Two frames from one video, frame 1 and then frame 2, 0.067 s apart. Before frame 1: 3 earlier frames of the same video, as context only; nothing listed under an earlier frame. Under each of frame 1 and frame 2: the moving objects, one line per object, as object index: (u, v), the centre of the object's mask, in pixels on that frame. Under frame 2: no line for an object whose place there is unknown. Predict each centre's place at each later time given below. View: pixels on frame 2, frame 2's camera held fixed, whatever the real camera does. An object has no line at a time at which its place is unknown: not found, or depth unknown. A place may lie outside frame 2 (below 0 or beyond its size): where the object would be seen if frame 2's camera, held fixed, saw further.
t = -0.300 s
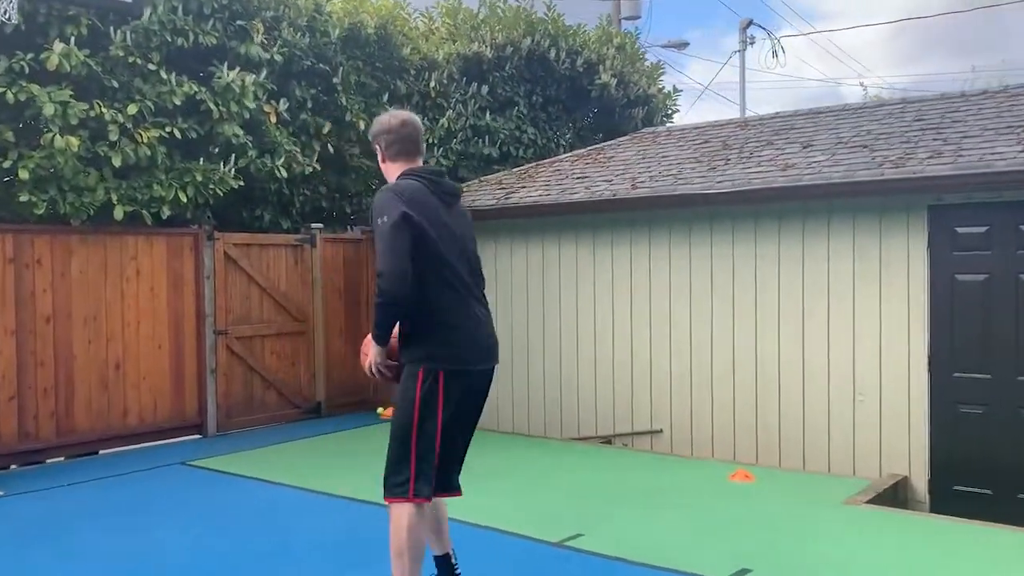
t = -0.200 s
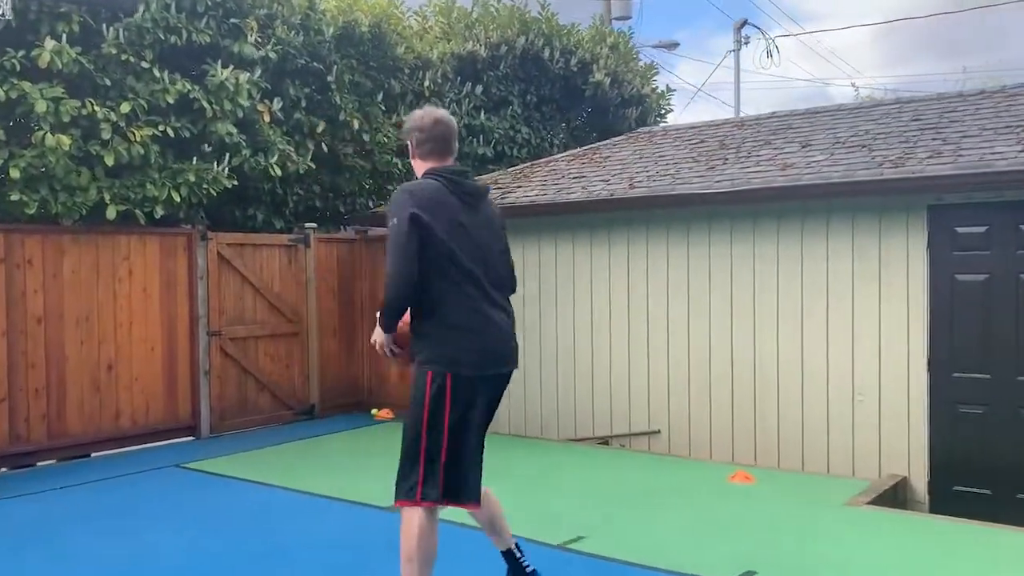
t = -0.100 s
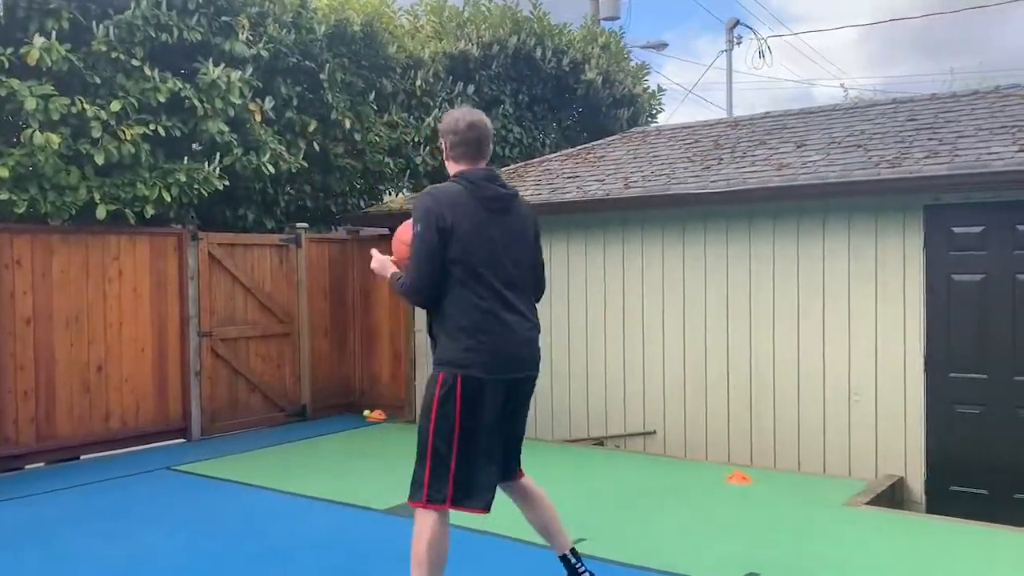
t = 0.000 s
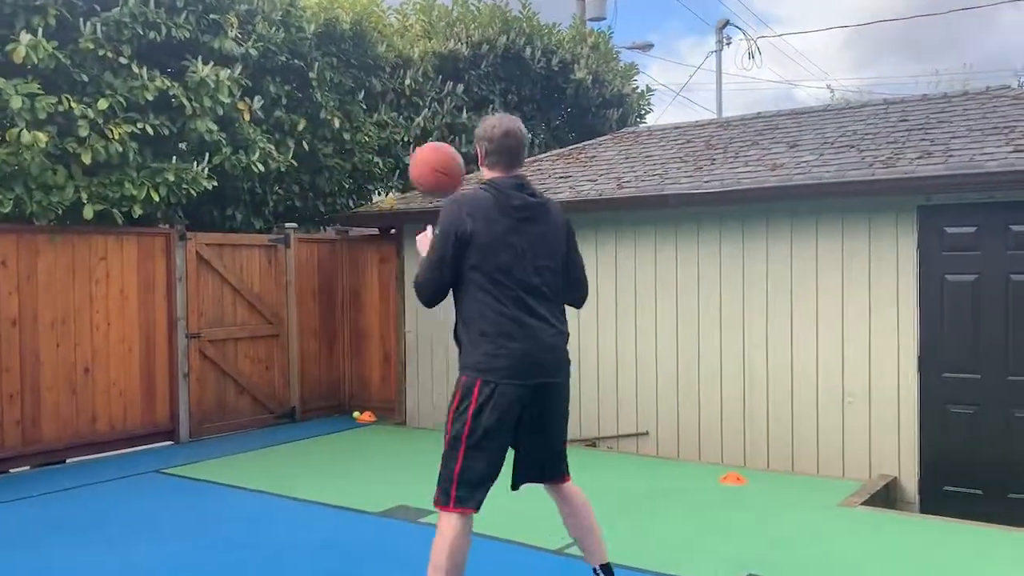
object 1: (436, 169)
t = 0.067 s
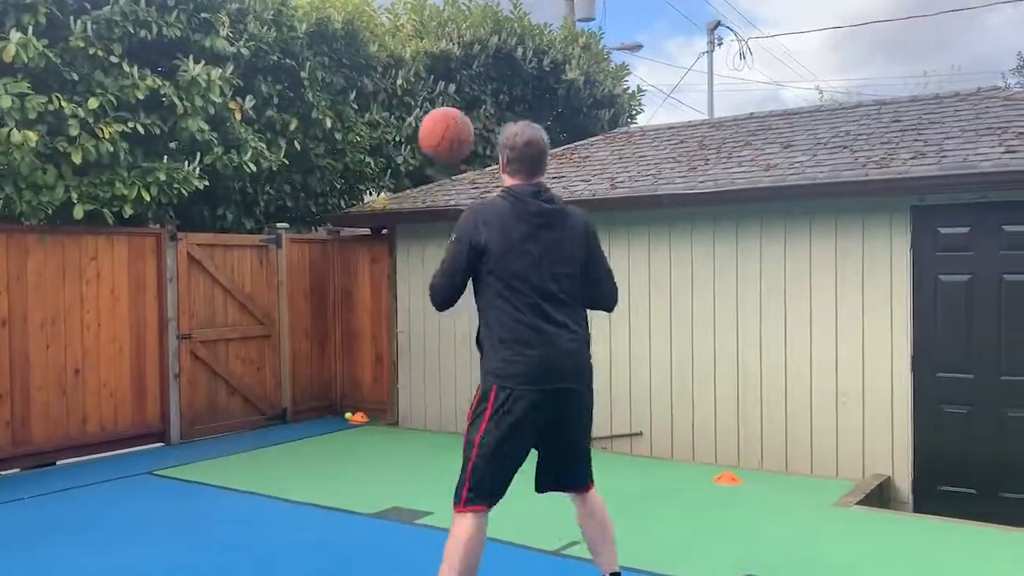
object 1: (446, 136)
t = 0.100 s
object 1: (454, 122)
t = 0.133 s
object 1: (461, 111)
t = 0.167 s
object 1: (469, 103)
